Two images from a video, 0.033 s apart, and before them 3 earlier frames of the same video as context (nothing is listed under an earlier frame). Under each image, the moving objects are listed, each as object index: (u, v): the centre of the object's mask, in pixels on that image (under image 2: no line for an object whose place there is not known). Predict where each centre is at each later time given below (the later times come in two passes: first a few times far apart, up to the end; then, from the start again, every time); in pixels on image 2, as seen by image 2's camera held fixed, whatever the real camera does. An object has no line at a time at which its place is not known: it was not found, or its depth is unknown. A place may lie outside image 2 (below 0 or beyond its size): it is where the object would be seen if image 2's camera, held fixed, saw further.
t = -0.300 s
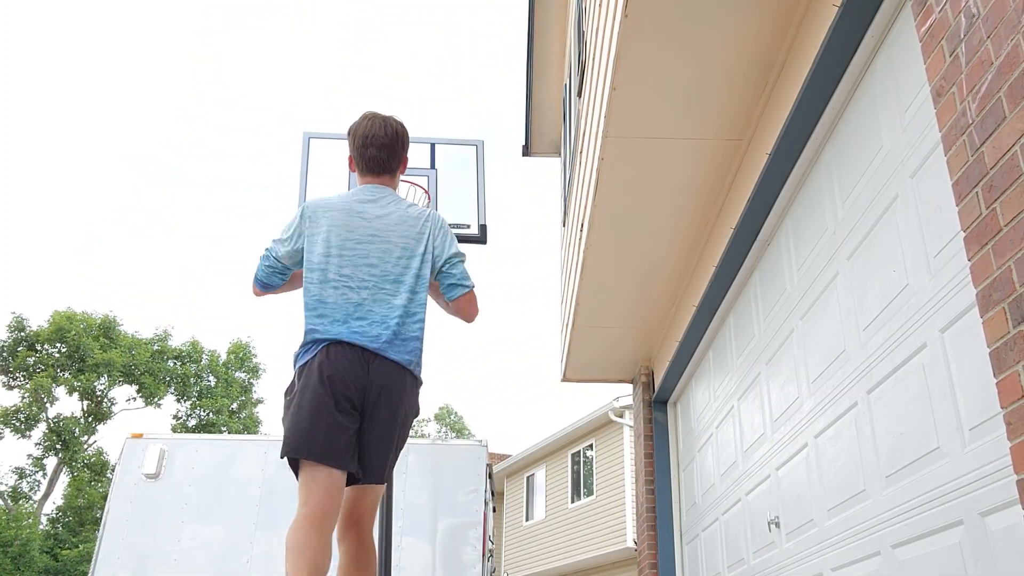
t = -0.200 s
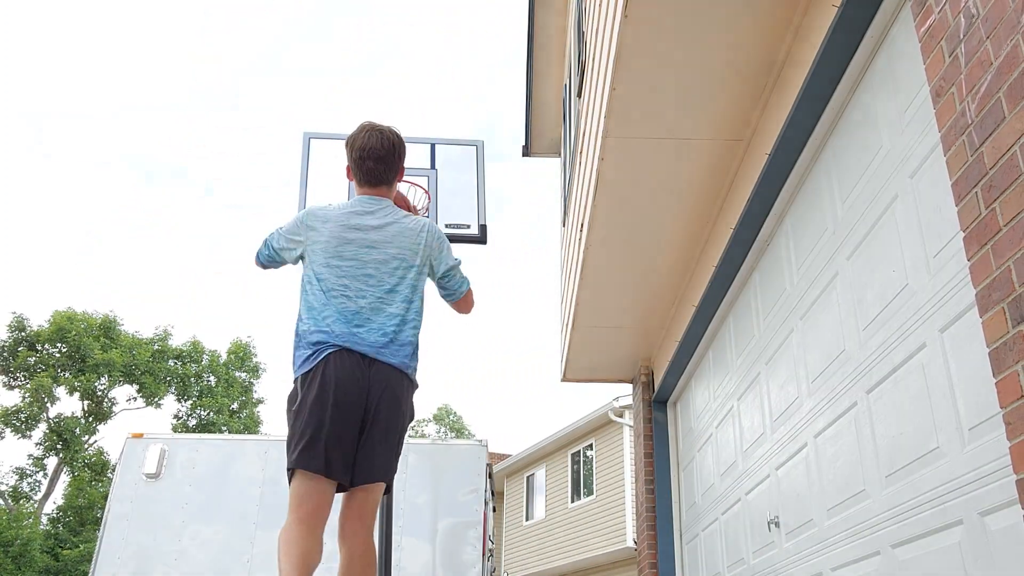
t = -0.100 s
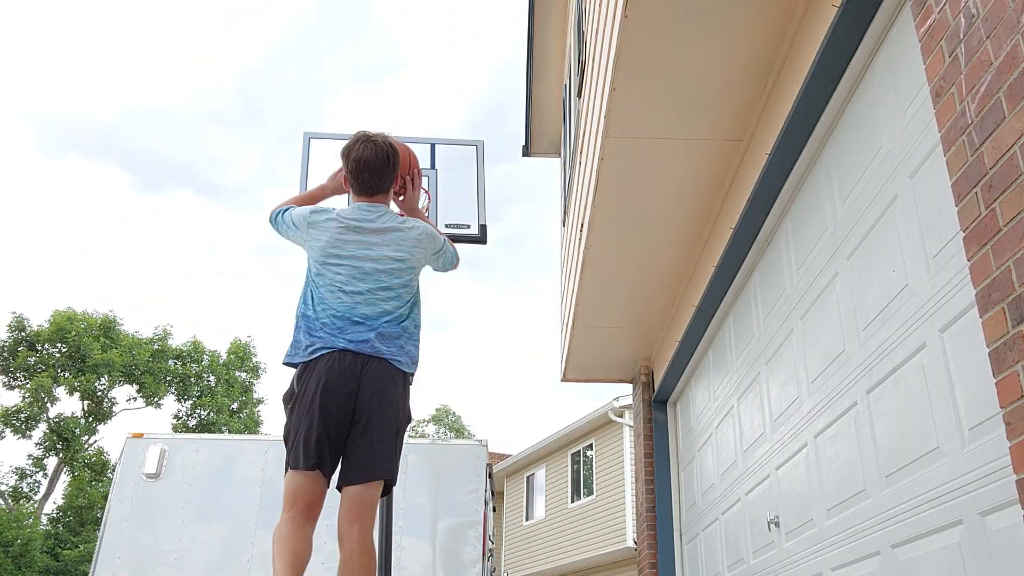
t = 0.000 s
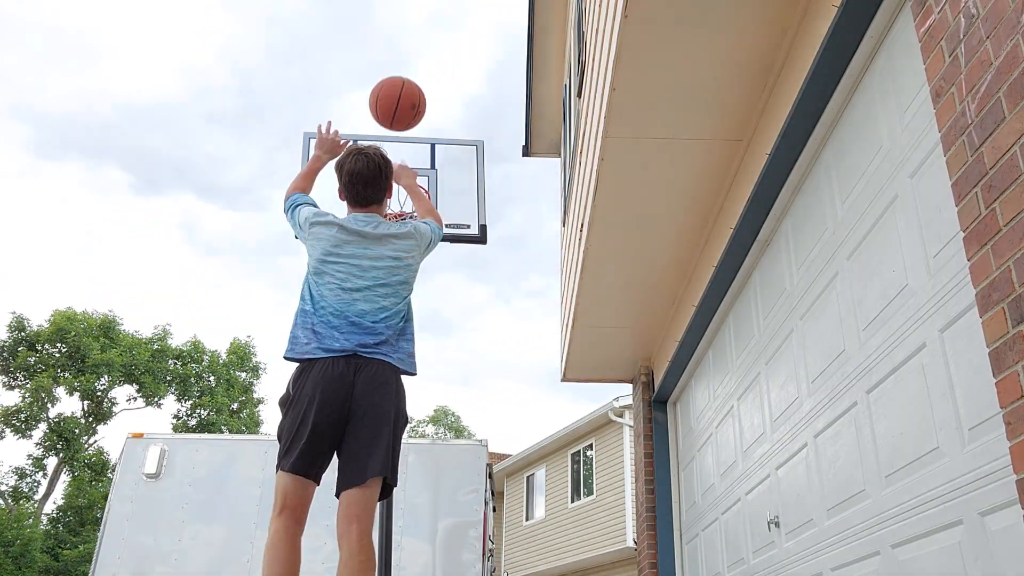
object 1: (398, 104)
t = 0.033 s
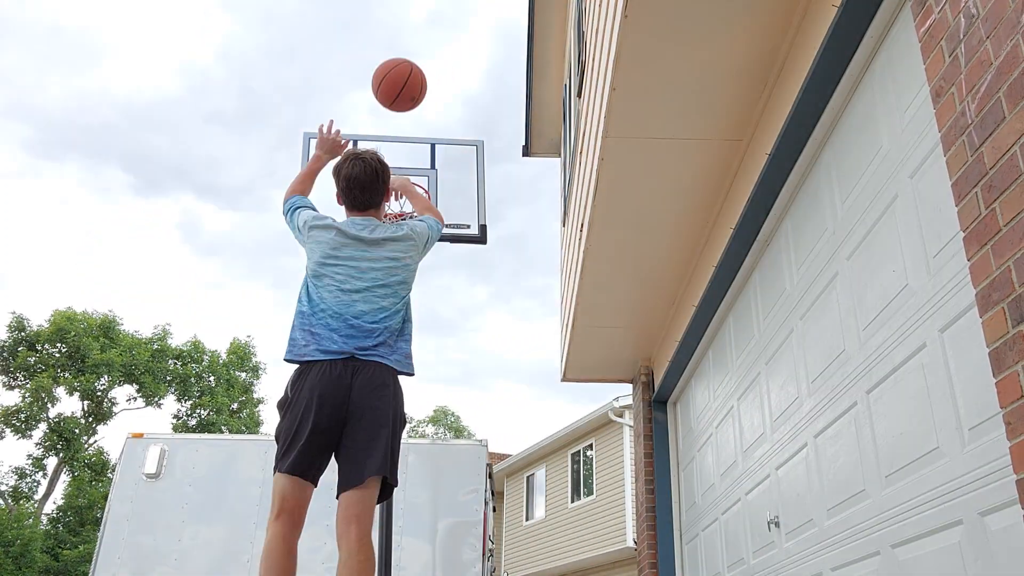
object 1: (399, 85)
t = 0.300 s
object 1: (405, 26)
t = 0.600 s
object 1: (398, 85)
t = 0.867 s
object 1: (383, 226)
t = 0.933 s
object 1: (377, 274)
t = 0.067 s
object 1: (401, 69)
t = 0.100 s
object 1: (402, 56)
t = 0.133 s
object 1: (403, 46)
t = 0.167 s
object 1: (404, 38)
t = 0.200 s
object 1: (405, 32)
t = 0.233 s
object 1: (405, 29)
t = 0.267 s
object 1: (405, 27)
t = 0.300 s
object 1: (405, 26)
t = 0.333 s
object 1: (405, 27)
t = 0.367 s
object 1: (404, 30)
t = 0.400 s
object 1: (404, 34)
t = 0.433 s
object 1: (403, 39)
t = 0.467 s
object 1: (402, 45)
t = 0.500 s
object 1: (402, 53)
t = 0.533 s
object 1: (401, 62)
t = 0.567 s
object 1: (399, 73)
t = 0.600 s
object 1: (398, 85)
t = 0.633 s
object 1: (397, 98)
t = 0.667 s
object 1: (396, 113)
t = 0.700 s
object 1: (394, 129)
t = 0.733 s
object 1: (392, 146)
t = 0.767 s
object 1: (390, 164)
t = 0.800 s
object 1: (388, 184)
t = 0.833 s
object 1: (385, 204)
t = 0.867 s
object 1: (383, 226)
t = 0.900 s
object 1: (380, 249)
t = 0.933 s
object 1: (377, 274)
